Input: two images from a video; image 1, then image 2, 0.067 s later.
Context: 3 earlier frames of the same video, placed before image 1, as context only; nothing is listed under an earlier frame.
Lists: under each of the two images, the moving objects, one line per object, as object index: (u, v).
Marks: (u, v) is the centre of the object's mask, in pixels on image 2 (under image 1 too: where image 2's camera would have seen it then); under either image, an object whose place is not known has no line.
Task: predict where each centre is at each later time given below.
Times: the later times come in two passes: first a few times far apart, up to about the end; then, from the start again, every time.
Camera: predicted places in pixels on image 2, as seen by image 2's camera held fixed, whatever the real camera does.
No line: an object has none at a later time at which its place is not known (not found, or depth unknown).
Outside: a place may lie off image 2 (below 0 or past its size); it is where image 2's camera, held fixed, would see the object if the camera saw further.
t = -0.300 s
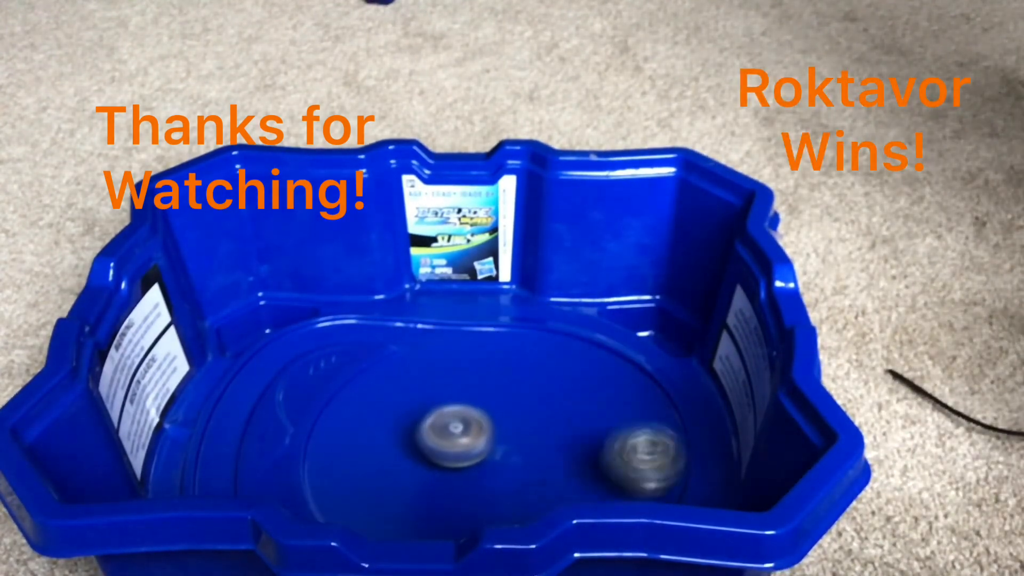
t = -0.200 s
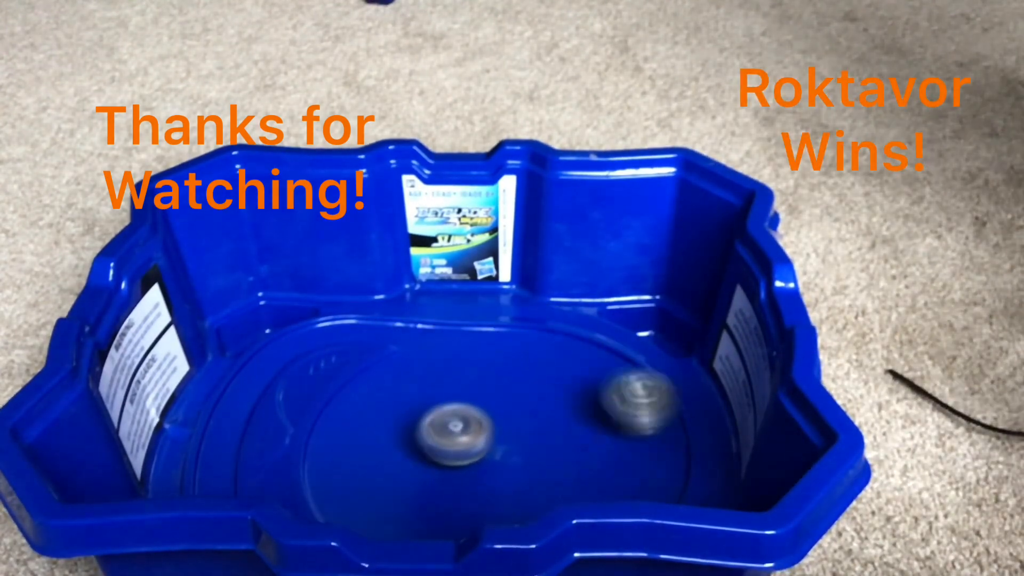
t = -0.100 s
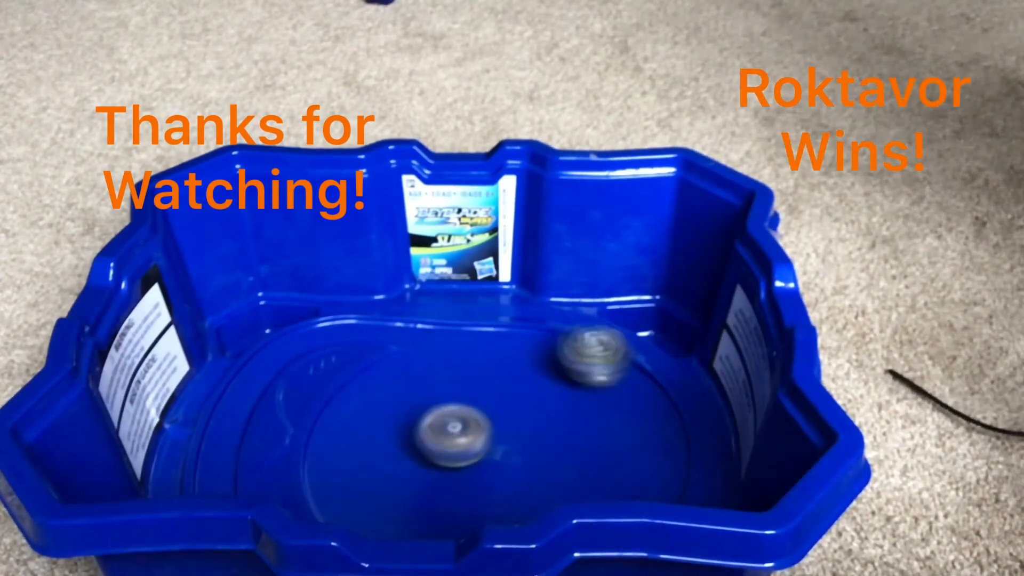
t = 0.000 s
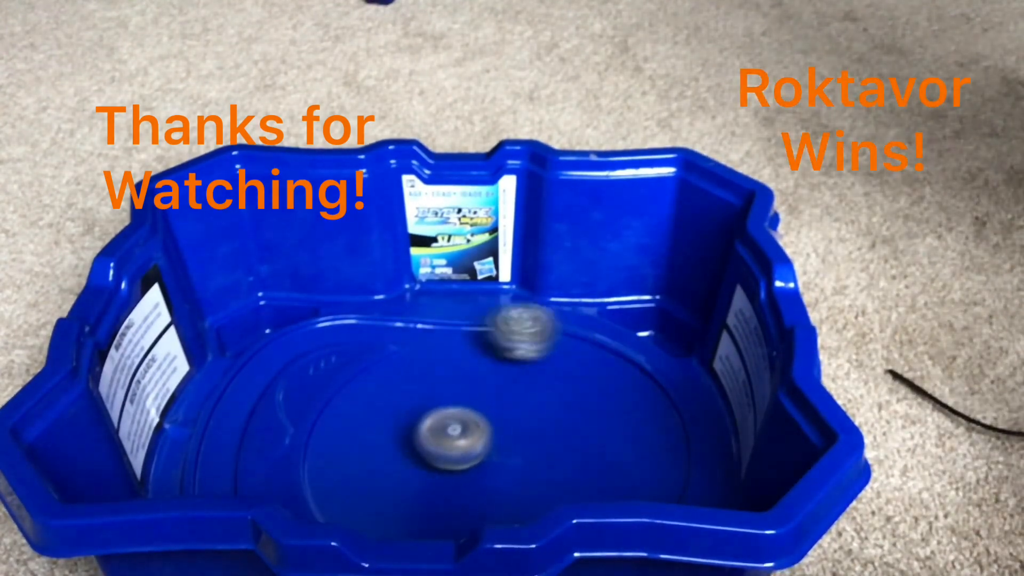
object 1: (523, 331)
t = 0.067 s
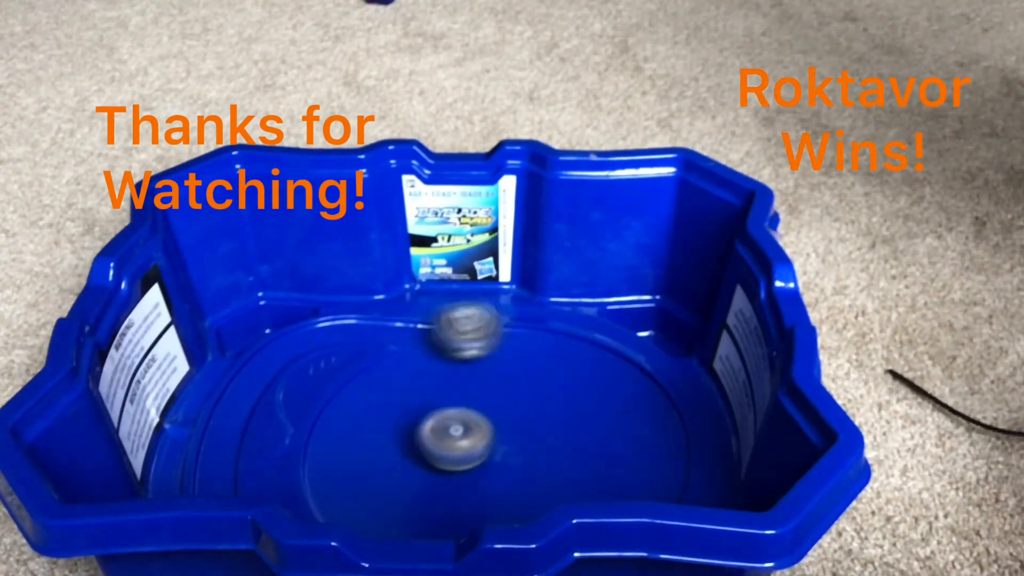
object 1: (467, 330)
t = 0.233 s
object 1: (348, 378)
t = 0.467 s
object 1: (374, 507)
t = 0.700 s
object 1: (581, 492)
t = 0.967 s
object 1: (612, 375)
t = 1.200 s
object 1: (452, 336)
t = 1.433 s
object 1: (328, 426)
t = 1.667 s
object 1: (437, 519)
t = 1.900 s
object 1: (619, 474)
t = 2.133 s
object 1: (590, 366)
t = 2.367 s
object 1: (429, 347)
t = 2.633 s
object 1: (338, 462)
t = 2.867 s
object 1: (487, 514)
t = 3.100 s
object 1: (622, 447)
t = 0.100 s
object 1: (441, 333)
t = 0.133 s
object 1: (414, 341)
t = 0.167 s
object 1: (389, 350)
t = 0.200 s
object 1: (368, 363)
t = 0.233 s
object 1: (348, 378)
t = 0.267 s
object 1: (335, 394)
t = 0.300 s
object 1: (325, 416)
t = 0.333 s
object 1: (322, 435)
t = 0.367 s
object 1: (325, 457)
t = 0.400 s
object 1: (333, 477)
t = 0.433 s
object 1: (349, 492)
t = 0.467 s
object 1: (374, 507)
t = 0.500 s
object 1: (397, 515)
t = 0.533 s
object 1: (424, 520)
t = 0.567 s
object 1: (456, 520)
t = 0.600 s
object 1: (486, 518)
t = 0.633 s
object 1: (518, 512)
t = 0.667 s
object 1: (547, 503)
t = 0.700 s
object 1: (581, 492)
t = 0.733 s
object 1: (608, 483)
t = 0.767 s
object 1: (624, 475)
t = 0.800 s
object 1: (635, 462)
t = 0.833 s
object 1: (640, 442)
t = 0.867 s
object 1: (640, 424)
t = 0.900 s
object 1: (635, 407)
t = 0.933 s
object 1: (626, 391)
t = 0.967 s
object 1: (612, 375)
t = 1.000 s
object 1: (596, 361)
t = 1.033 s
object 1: (576, 351)
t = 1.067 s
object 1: (553, 342)
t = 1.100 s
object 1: (529, 336)
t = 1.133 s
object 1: (505, 333)
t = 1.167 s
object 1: (479, 333)
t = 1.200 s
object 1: (452, 336)
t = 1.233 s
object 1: (427, 341)
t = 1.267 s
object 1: (404, 349)
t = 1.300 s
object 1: (381, 361)
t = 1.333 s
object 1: (361, 373)
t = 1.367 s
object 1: (346, 388)
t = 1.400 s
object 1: (336, 406)
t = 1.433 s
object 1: (328, 426)
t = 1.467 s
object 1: (328, 445)
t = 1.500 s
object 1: (333, 463)
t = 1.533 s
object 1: (343, 482)
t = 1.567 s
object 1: (362, 498)
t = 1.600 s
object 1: (383, 508)
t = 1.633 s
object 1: (407, 515)
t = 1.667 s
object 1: (437, 519)
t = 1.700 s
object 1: (464, 519)
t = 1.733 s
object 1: (497, 515)
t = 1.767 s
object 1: (522, 509)
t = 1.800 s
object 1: (551, 500)
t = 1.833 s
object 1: (582, 490)
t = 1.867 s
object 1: (604, 482)
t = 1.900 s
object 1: (619, 474)
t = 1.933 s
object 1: (629, 460)
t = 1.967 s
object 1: (633, 442)
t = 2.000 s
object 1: (633, 424)
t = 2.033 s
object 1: (628, 408)
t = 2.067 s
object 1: (619, 392)
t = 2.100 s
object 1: (607, 378)
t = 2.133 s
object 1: (590, 366)
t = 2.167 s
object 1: (570, 355)
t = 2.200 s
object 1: (548, 347)
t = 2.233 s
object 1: (525, 342)
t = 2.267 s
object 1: (501, 339)
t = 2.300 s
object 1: (478, 338)
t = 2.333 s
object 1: (454, 341)
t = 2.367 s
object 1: (429, 347)
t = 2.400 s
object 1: (406, 355)
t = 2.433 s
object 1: (385, 365)
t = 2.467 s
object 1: (368, 376)
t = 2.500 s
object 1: (353, 390)
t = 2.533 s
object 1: (341, 407)
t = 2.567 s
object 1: (335, 426)
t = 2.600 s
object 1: (333, 444)
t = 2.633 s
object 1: (338, 462)
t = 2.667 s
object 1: (347, 479)
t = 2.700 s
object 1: (362, 495)
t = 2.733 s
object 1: (383, 505)
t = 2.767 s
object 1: (405, 513)
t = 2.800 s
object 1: (433, 517)
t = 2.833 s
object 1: (458, 517)
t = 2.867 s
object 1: (487, 514)
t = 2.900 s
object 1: (515, 509)
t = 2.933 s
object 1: (538, 502)
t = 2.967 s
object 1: (566, 493)
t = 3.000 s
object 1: (591, 484)
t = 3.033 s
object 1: (608, 475)
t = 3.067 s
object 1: (618, 463)
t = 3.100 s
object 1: (622, 447)
